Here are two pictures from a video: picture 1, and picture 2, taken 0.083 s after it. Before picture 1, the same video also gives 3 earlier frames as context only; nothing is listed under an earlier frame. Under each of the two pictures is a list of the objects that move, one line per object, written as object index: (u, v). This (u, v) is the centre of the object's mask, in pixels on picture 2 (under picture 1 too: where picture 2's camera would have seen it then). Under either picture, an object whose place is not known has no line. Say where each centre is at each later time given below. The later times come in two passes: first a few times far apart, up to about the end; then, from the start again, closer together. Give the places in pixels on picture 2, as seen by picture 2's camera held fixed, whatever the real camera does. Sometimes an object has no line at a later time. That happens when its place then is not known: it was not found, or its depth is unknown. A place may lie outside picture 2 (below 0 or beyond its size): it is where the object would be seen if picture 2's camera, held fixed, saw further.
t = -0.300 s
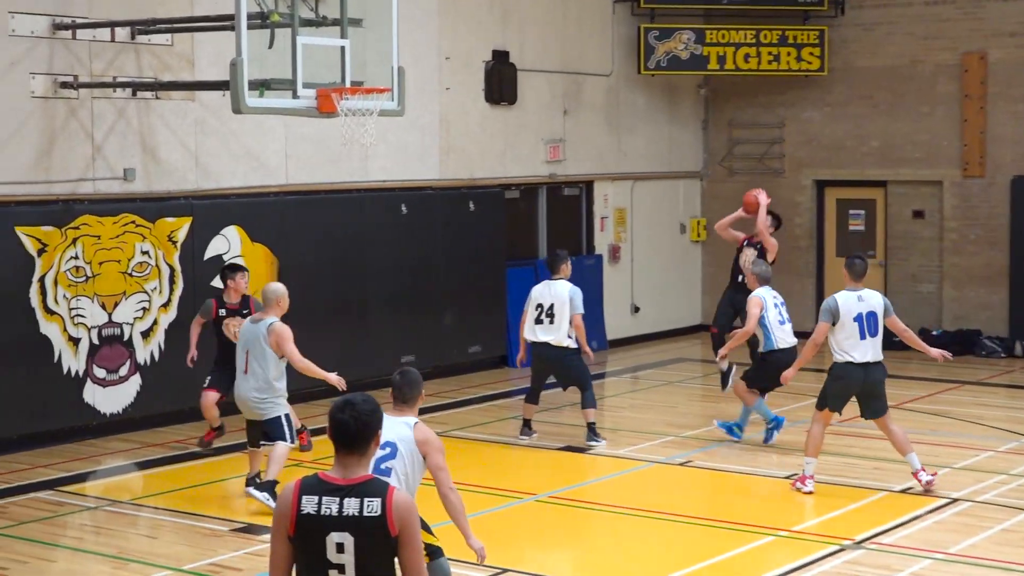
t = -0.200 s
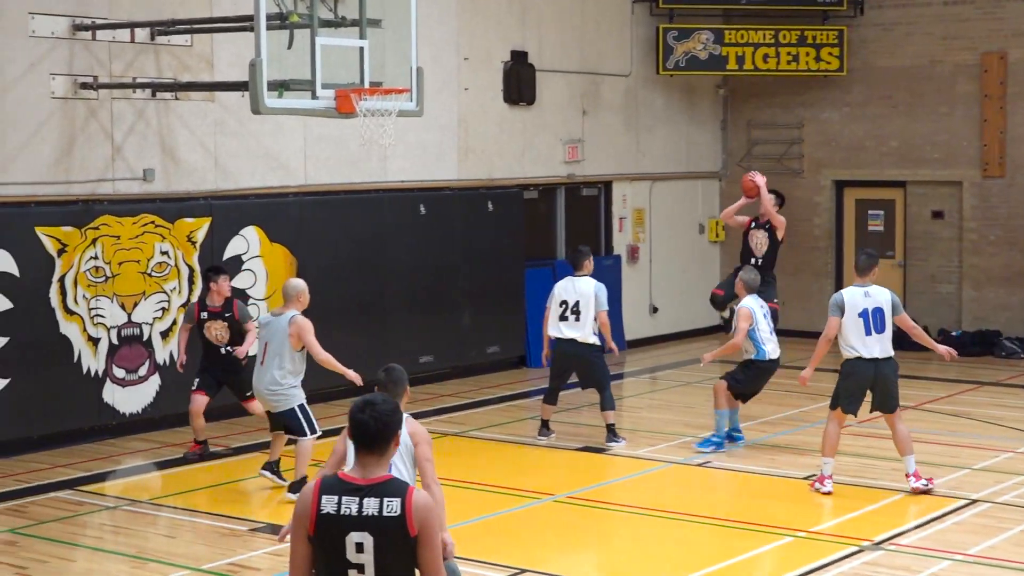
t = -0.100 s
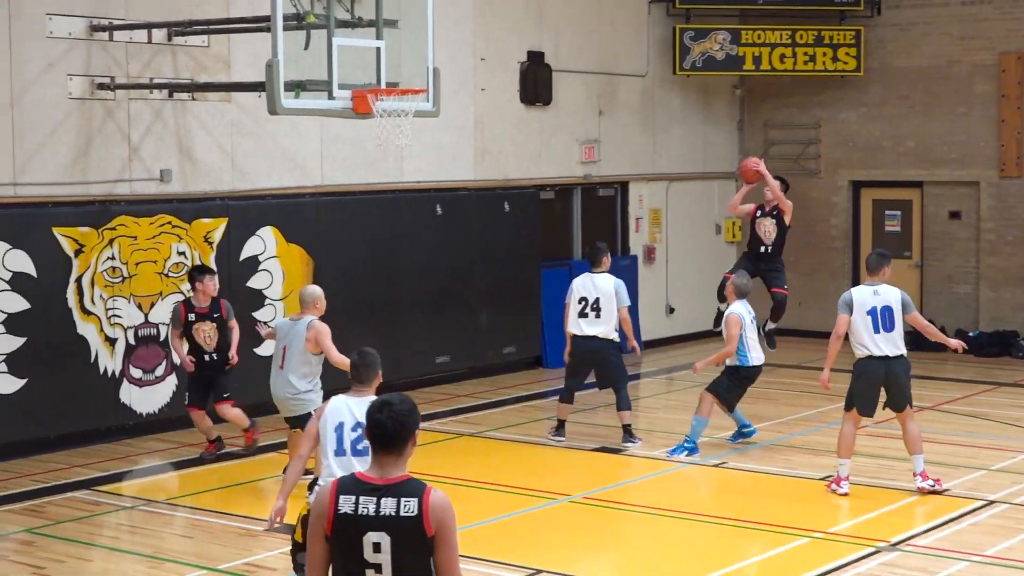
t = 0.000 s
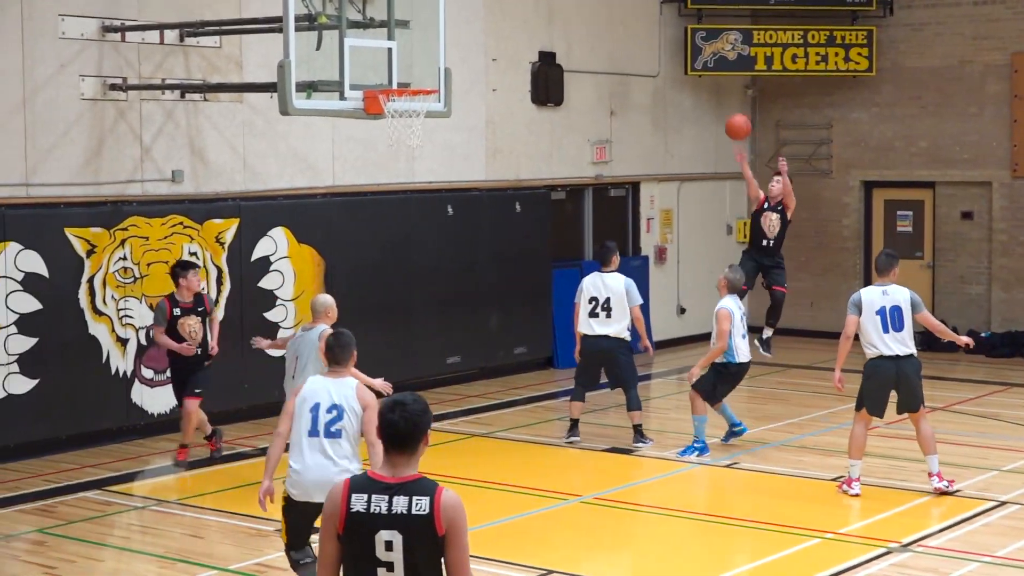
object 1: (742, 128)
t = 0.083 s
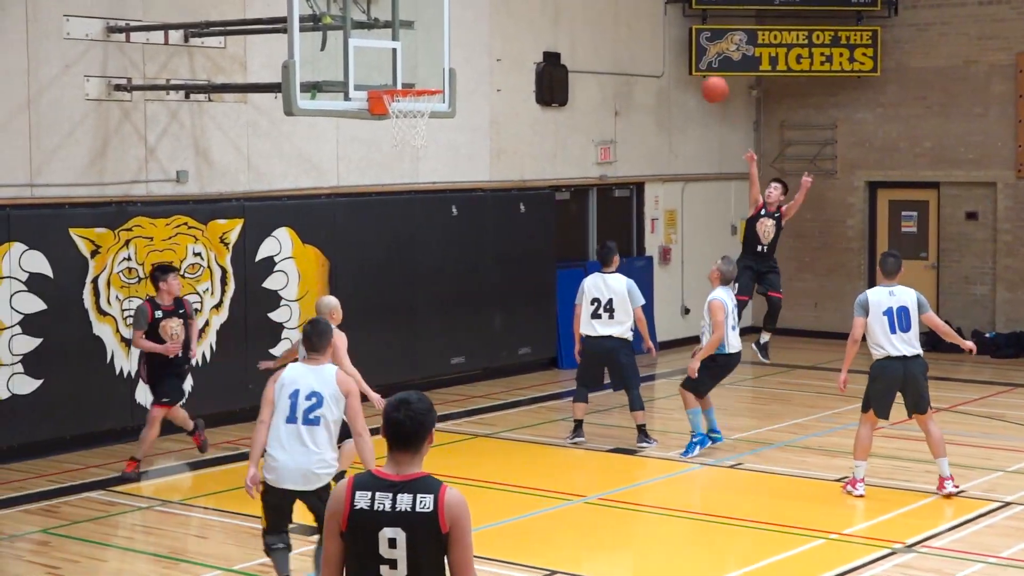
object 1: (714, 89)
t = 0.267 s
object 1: (652, 29)
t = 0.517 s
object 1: (561, 6)
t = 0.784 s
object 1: (457, 56)
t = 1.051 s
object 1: (374, 66)
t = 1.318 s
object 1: (312, 74)
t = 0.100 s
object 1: (710, 83)
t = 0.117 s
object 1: (703, 76)
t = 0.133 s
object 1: (698, 69)
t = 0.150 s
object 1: (693, 63)
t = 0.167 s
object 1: (687, 57)
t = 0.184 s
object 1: (681, 52)
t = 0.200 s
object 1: (676, 47)
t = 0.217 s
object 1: (669, 42)
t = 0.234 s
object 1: (663, 37)
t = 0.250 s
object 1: (658, 33)
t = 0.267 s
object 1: (652, 29)
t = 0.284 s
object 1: (646, 25)
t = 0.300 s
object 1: (640, 21)
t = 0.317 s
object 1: (634, 18)
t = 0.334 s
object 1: (628, 15)
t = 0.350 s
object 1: (623, 12)
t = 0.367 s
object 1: (616, 11)
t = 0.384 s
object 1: (610, 10)
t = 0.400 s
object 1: (604, 9)
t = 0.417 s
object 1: (598, 8)
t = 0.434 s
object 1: (592, 7)
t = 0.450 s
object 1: (586, 7)
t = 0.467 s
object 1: (580, 6)
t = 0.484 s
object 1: (573, 6)
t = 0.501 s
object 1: (567, 6)
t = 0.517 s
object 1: (561, 6)
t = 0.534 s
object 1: (555, 7)
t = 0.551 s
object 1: (549, 7)
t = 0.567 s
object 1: (542, 8)
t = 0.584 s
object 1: (536, 9)
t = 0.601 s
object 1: (530, 10)
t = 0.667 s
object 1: (504, 21)
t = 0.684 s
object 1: (497, 25)
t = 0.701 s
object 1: (490, 29)
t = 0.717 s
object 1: (484, 34)
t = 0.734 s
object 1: (477, 39)
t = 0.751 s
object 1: (471, 44)
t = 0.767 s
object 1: (464, 50)
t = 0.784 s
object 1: (457, 56)
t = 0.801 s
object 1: (450, 62)
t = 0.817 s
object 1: (443, 69)
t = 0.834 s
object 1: (437, 75)
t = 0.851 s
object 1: (432, 76)
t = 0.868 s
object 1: (427, 75)
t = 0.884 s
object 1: (422, 73)
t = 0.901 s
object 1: (417, 73)
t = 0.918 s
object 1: (412, 73)
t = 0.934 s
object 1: (407, 73)
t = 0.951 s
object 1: (402, 73)
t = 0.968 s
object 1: (397, 73)
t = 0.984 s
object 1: (392, 74)
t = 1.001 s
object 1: (387, 74)
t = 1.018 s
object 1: (382, 71)
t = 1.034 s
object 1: (378, 69)
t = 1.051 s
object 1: (374, 66)
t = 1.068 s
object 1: (369, 64)
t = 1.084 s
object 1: (365, 63)
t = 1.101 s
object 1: (360, 62)
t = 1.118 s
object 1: (356, 61)
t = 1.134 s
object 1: (352, 60)
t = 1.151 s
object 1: (348, 60)
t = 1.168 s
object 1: (343, 60)
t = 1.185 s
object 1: (339, 61)
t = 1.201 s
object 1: (335, 62)
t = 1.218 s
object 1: (330, 63)
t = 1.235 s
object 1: (326, 65)
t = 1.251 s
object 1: (321, 66)
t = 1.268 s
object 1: (317, 69)
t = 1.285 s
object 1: (314, 71)
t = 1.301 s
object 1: (313, 73)
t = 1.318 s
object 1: (312, 74)
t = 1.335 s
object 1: (311, 77)
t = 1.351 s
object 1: (310, 80)
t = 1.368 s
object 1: (309, 83)
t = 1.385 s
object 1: (308, 86)
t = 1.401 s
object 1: (307, 90)
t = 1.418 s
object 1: (306, 94)
